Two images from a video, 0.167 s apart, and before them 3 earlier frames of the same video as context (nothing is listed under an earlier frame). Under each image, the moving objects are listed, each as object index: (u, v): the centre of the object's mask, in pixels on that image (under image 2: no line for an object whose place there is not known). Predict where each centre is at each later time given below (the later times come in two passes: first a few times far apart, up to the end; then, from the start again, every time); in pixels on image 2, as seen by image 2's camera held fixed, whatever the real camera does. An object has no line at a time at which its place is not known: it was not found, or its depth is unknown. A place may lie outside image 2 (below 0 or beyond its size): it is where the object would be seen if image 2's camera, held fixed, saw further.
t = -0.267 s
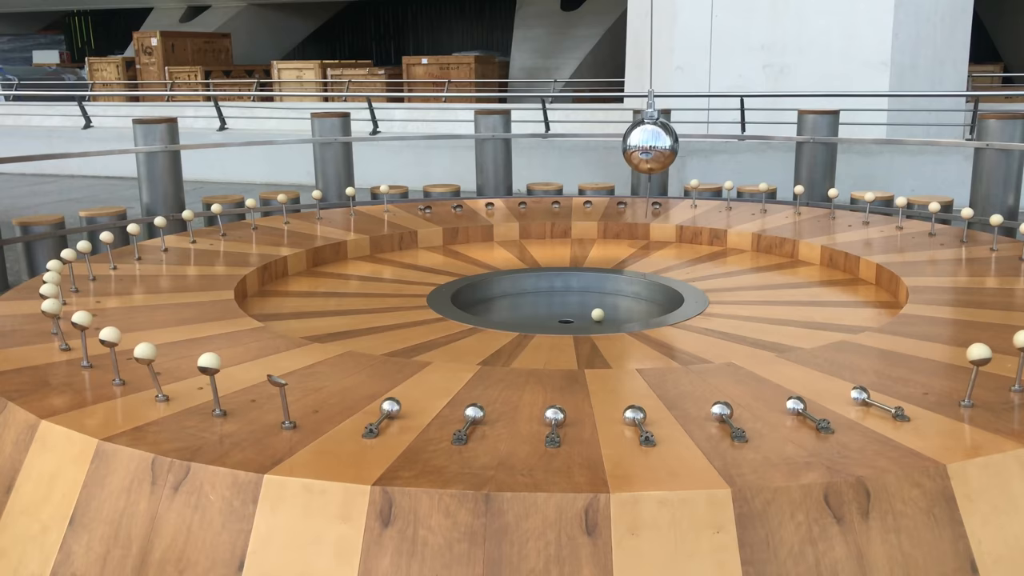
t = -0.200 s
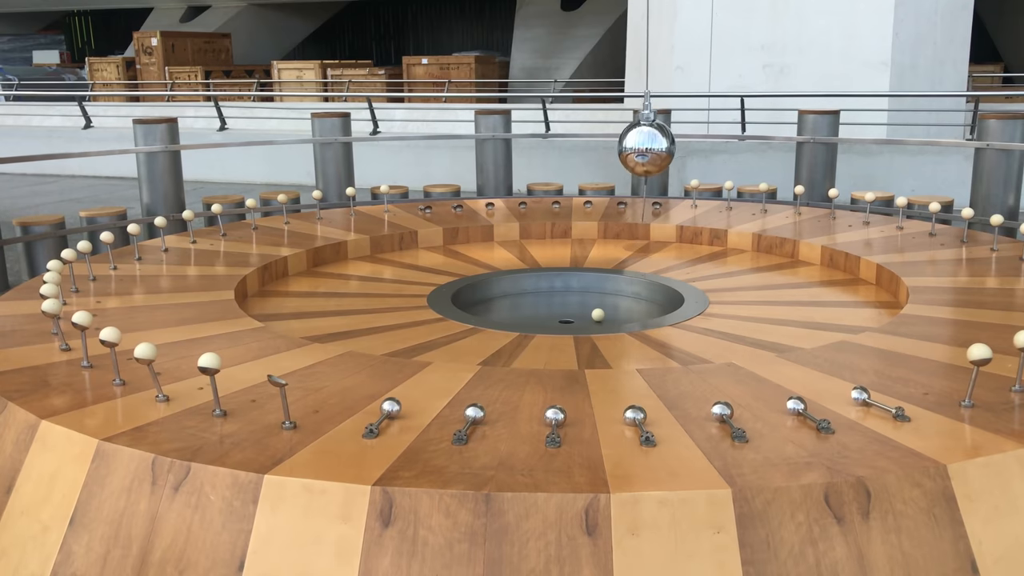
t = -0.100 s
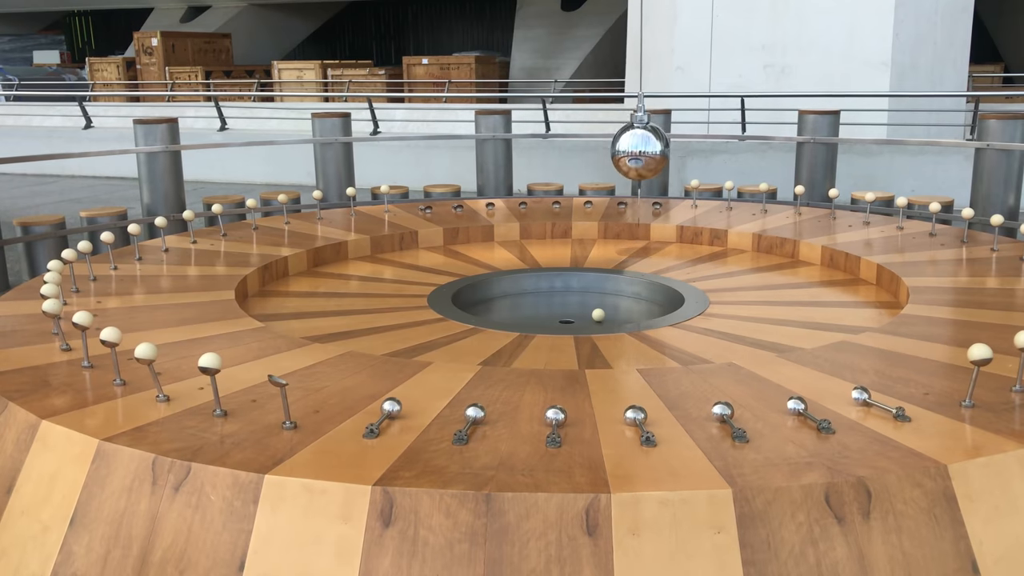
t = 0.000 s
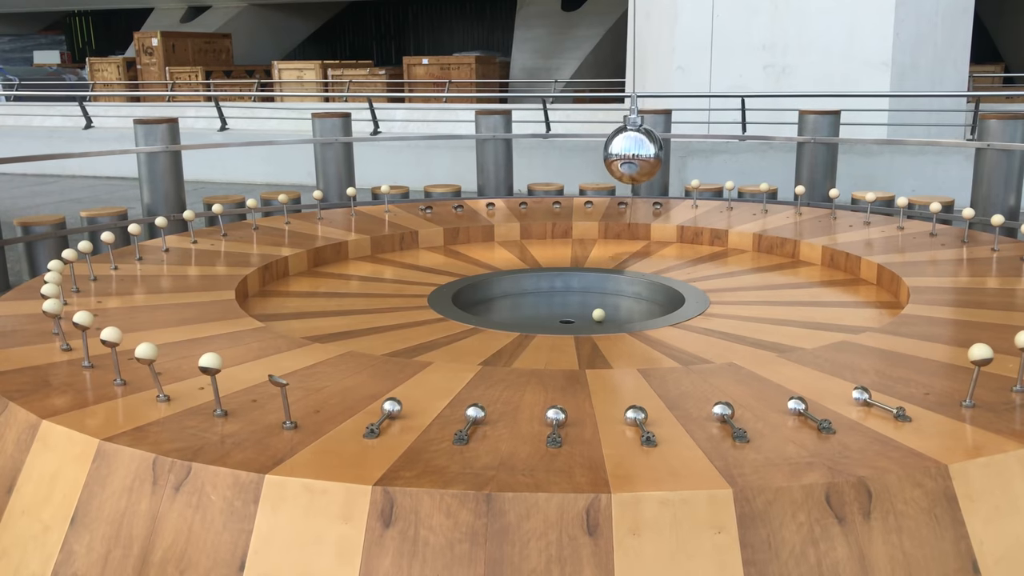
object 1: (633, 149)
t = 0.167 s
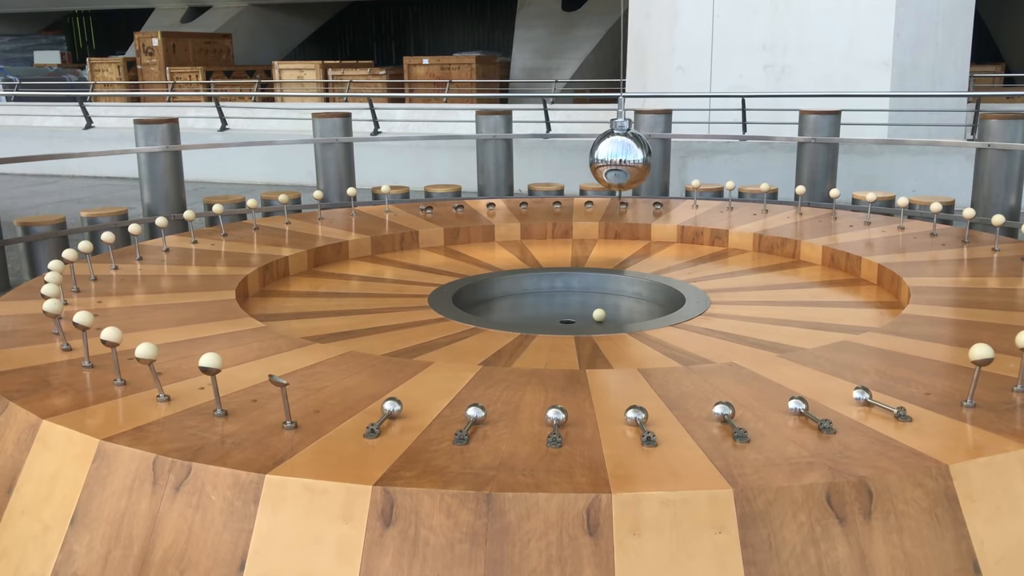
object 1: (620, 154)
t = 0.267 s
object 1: (612, 158)
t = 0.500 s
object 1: (589, 166)
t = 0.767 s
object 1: (558, 175)
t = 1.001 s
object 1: (527, 186)
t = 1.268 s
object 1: (484, 195)
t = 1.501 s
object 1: (442, 203)
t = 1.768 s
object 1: (387, 214)
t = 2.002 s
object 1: (334, 224)
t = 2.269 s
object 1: (269, 233)
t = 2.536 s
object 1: (205, 243)
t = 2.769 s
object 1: (154, 250)
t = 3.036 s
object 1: (109, 256)
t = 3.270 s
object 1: (86, 255)
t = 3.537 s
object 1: (83, 256)
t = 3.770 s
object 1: (102, 252)
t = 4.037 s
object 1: (142, 250)
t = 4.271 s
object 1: (188, 237)
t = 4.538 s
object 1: (249, 232)
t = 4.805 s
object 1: (311, 216)
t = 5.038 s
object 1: (364, 205)
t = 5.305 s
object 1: (418, 193)
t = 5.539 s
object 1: (461, 181)
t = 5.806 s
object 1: (504, 171)
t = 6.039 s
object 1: (536, 177)
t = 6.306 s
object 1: (569, 168)
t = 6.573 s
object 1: (596, 156)
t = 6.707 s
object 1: (608, 152)
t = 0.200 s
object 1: (617, 156)
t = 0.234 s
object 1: (615, 157)
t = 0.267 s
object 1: (612, 158)
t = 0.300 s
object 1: (609, 159)
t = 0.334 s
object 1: (605, 160)
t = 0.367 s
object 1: (602, 161)
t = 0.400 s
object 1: (599, 162)
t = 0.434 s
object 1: (596, 163)
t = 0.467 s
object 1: (592, 165)
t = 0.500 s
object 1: (589, 166)
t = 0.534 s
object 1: (585, 167)
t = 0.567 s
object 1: (582, 169)
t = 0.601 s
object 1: (578, 170)
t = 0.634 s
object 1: (574, 171)
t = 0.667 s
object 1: (570, 172)
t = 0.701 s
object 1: (566, 173)
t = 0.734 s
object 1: (562, 174)
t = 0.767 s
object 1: (558, 175)
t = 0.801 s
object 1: (554, 177)
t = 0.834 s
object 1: (550, 178)
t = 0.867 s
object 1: (545, 179)
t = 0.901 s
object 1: (541, 181)
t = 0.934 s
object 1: (536, 182)
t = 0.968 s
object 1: (531, 183)
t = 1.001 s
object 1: (527, 186)
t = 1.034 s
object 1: (522, 186)
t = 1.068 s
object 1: (516, 187)
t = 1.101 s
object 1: (512, 190)
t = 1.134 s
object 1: (506, 189)
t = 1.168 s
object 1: (501, 192)
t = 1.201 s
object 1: (495, 193)
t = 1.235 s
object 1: (490, 194)
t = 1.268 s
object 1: (484, 195)
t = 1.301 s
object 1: (479, 196)
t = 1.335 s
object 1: (473, 197)
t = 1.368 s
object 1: (467, 198)
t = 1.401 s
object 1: (461, 199)
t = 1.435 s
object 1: (455, 201)
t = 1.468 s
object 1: (449, 202)
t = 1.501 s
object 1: (442, 203)
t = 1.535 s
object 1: (436, 205)
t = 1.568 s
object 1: (429, 205)
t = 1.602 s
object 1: (422, 207)
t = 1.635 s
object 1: (416, 208)
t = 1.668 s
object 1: (409, 209)
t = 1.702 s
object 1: (401, 211)
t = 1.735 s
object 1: (394, 213)
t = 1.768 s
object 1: (387, 214)
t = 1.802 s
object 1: (380, 216)
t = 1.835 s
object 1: (373, 216)
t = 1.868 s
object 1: (365, 219)
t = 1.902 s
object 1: (357, 219)
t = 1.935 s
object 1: (350, 220)
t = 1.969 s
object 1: (342, 221)
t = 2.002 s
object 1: (334, 224)
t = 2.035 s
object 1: (326, 224)
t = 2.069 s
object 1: (318, 226)
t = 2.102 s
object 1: (310, 227)
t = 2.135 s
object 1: (302, 228)
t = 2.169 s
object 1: (294, 230)
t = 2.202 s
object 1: (286, 231)
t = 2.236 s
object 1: (278, 232)
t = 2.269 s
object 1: (269, 233)
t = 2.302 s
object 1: (261, 235)
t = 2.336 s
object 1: (253, 236)
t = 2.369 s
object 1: (244, 237)
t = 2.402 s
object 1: (236, 239)
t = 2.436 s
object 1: (228, 240)
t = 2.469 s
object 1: (220, 241)
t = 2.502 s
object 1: (212, 241)
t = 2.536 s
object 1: (205, 243)
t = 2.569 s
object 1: (197, 245)
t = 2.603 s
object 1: (190, 246)
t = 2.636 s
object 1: (182, 247)
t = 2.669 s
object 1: (175, 248)
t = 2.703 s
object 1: (168, 249)
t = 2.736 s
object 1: (161, 250)
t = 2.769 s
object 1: (154, 250)
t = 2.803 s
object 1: (147, 251)
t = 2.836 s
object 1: (141, 252)
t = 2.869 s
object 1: (135, 253)
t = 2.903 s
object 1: (130, 254)
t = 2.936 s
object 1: (124, 254)
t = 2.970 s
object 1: (119, 255)
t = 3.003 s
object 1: (113, 255)
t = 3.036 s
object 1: (109, 256)
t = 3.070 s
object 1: (105, 256)
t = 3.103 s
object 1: (101, 257)
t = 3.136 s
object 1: (97, 258)
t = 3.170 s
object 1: (94, 254)
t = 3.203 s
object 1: (91, 255)
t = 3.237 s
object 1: (88, 255)
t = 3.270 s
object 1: (86, 255)
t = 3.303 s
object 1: (84, 256)
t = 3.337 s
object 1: (83, 256)
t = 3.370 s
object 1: (82, 256)
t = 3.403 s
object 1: (81, 257)
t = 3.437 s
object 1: (81, 261)
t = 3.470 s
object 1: (82, 257)
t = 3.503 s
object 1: (82, 256)
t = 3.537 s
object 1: (83, 256)
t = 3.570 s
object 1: (85, 256)
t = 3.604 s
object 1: (87, 254)
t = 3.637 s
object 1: (89, 254)
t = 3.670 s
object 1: (91, 254)
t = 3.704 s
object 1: (95, 254)
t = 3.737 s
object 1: (98, 253)
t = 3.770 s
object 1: (102, 252)
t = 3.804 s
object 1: (106, 252)
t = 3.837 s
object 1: (109, 252)
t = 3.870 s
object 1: (114, 251)
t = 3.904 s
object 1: (119, 250)
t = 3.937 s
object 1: (125, 253)
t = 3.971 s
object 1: (130, 252)
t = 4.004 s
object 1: (135, 247)
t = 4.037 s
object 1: (142, 250)
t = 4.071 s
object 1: (147, 245)
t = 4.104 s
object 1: (154, 245)
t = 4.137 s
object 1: (160, 243)
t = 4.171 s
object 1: (167, 243)
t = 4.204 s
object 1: (174, 240)
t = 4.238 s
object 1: (181, 240)
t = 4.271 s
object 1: (188, 237)
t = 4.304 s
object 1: (195, 237)
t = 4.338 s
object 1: (203, 235)
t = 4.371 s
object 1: (211, 234)
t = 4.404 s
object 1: (218, 232)
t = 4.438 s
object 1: (226, 230)
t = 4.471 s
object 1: (233, 229)
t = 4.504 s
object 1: (241, 227)
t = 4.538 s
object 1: (249, 232)
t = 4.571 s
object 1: (257, 225)
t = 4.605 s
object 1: (265, 224)
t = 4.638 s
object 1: (272, 222)
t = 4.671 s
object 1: (280, 220)
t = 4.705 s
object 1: (288, 220)
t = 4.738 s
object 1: (296, 219)
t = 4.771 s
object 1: (304, 218)
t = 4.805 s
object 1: (311, 216)
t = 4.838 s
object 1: (319, 215)
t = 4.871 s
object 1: (327, 212)
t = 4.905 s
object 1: (334, 212)
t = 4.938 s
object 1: (342, 210)
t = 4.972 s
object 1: (349, 209)
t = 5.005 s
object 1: (357, 216)
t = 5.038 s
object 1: (364, 205)
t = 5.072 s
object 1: (371, 204)
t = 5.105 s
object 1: (378, 202)
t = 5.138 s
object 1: (385, 202)
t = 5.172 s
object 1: (391, 199)
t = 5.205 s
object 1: (398, 198)
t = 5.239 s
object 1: (405, 196)
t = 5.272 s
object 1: (412, 194)
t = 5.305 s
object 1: (418, 193)
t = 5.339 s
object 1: (425, 191)
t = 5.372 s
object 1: (431, 189)
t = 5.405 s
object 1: (437, 189)
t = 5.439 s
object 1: (443, 187)
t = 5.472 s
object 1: (449, 185)
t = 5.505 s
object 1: (455, 184)
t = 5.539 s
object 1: (461, 181)
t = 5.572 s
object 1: (467, 181)
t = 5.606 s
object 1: (472, 181)
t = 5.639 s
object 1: (478, 178)
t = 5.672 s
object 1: (483, 190)
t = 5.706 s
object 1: (488, 174)
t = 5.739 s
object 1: (494, 173)
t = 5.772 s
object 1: (499, 173)
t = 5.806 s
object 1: (504, 171)
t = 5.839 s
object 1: (509, 169)
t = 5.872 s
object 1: (513, 182)
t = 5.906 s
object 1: (518, 168)
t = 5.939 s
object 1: (523, 165)
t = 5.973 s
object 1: (528, 180)
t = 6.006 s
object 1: (532, 179)
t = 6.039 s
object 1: (536, 177)
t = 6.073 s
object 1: (541, 175)
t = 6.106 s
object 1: (545, 172)
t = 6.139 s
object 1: (549, 173)
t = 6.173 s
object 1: (553, 172)
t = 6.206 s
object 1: (557, 171)
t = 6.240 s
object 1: (561, 170)
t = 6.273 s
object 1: (564, 168)
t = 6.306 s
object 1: (569, 168)
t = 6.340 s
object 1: (572, 164)
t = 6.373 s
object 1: (576, 163)
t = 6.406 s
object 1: (579, 162)
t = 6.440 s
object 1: (583, 160)
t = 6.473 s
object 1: (586, 159)
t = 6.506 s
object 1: (590, 158)
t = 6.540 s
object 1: (593, 157)
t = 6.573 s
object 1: (596, 156)
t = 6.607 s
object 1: (599, 155)
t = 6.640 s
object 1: (602, 154)
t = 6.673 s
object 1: (605, 153)
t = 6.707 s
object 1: (608, 152)
